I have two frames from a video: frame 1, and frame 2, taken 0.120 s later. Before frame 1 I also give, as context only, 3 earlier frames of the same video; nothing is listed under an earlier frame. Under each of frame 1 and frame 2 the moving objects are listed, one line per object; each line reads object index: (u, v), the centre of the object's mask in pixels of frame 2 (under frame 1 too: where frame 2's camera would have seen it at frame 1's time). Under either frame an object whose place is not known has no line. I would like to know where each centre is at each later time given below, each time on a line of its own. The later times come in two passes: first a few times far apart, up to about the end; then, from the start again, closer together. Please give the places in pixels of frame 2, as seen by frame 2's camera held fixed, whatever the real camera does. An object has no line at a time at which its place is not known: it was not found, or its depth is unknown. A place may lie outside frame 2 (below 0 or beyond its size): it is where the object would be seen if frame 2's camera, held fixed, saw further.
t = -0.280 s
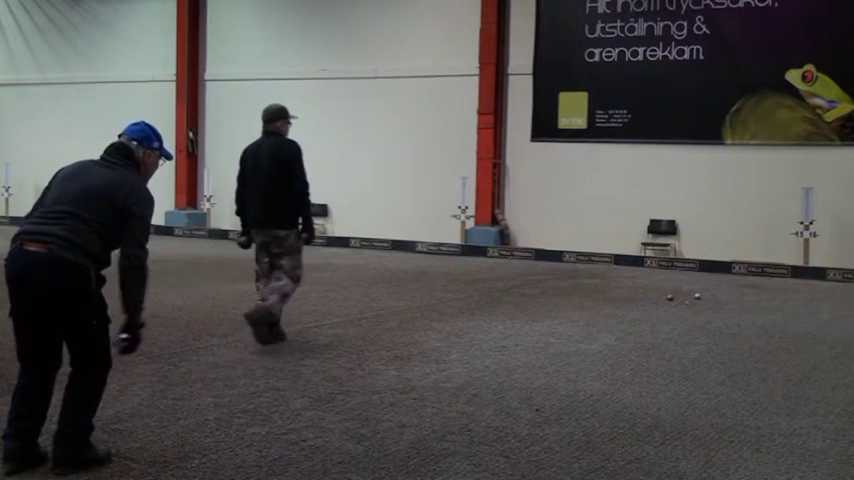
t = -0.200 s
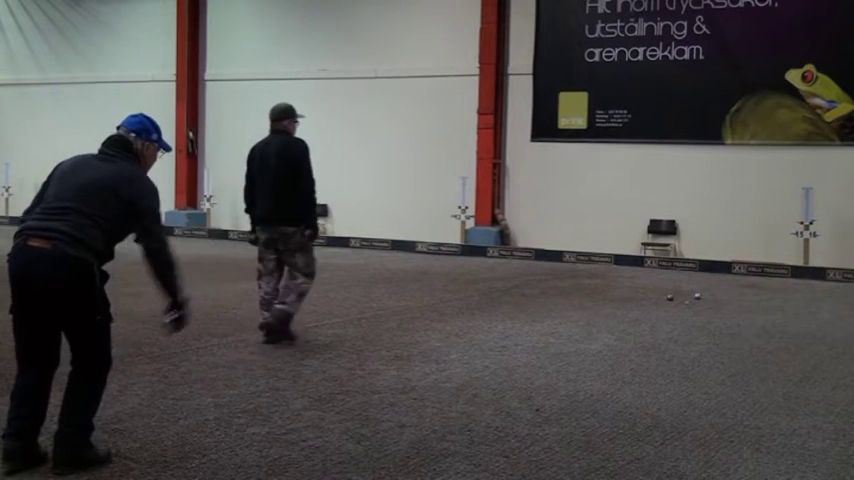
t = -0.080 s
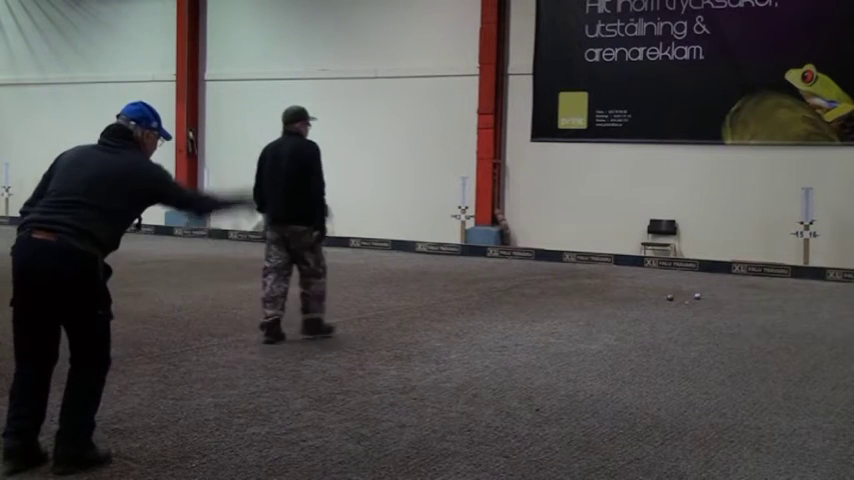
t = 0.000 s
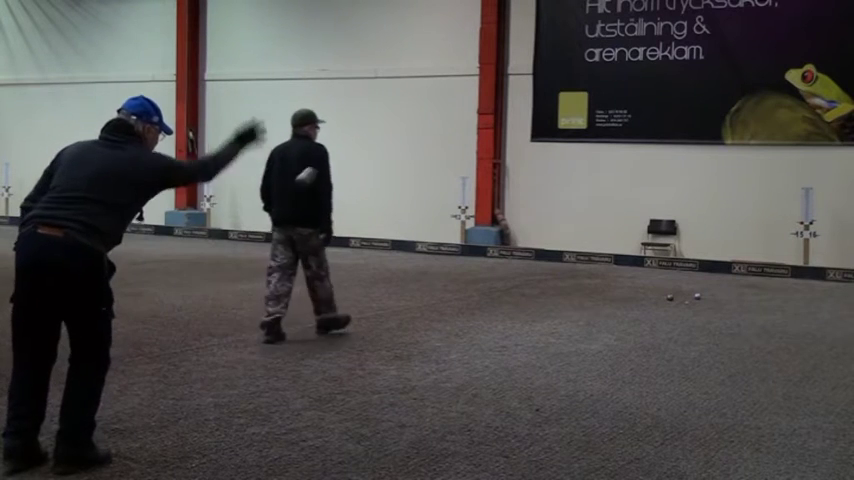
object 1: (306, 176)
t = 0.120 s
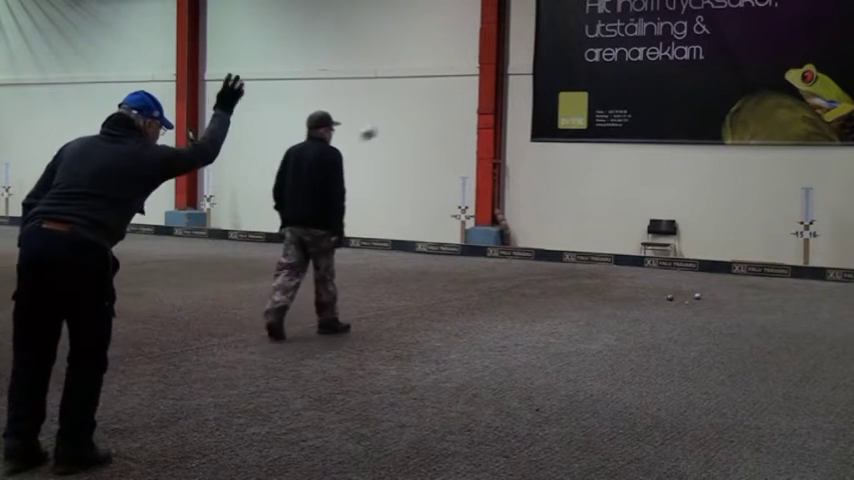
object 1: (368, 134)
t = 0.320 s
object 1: (450, 123)
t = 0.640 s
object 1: (546, 221)
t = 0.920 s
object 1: (598, 318)
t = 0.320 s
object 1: (450, 123)
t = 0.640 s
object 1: (546, 221)
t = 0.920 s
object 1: (598, 318)
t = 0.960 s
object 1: (603, 317)
